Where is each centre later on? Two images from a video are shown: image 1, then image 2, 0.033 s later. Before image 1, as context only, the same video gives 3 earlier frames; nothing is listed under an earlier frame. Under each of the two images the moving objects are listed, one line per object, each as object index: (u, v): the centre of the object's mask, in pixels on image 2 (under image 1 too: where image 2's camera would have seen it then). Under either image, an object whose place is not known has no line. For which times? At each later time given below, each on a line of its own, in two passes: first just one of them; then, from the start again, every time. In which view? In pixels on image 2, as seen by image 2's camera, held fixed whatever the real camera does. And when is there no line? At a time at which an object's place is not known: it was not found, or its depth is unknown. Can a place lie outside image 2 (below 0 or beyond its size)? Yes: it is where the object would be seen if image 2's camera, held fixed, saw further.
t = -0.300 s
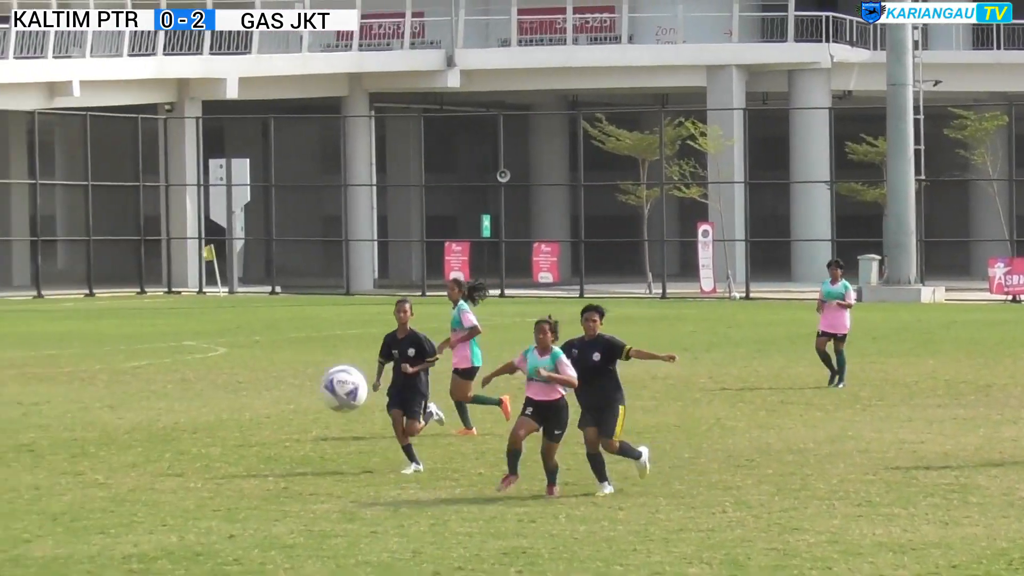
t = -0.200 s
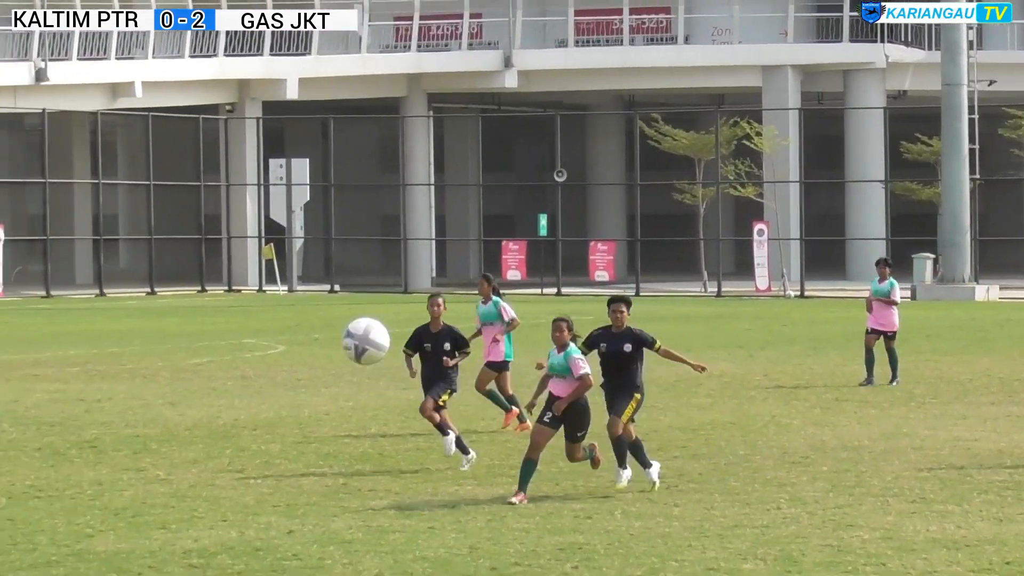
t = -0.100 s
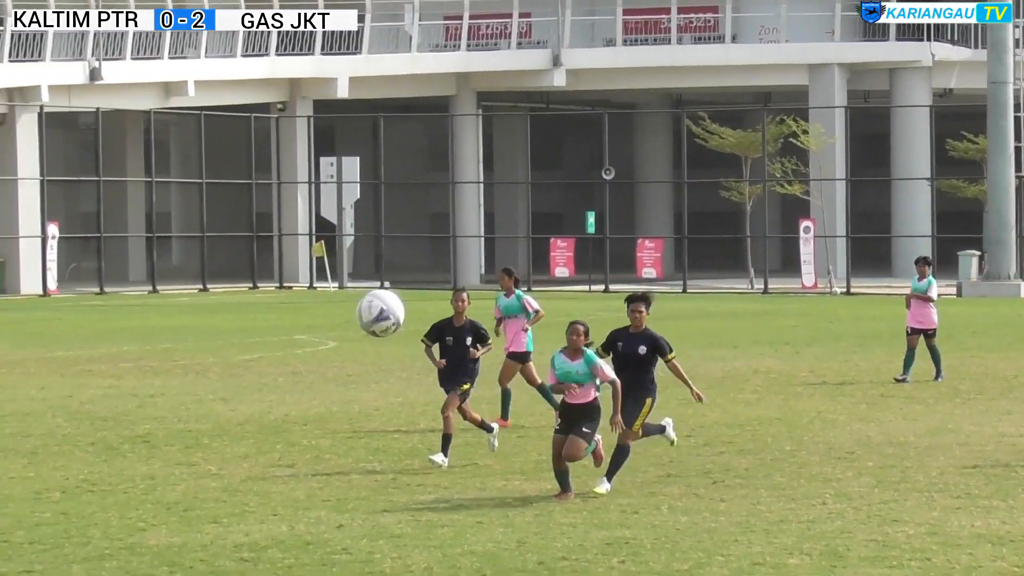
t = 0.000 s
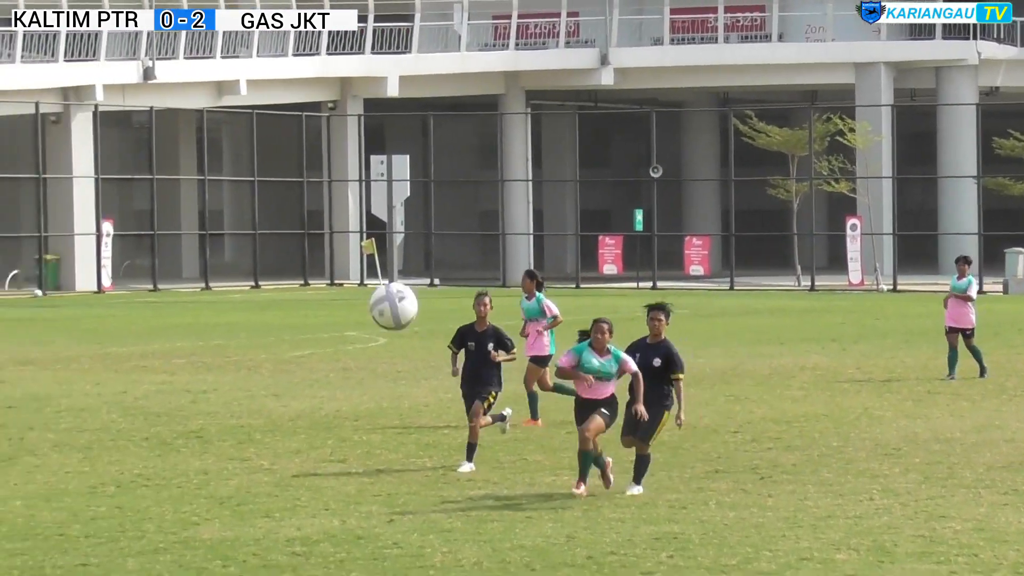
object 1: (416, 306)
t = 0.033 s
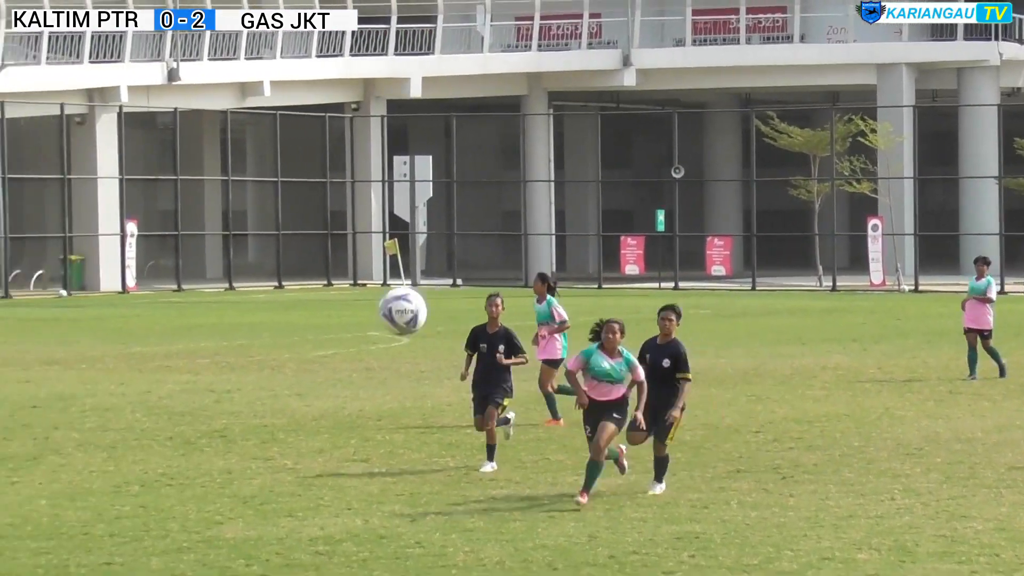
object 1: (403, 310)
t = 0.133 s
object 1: (372, 332)
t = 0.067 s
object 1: (388, 319)
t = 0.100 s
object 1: (380, 326)
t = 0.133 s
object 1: (372, 332)
